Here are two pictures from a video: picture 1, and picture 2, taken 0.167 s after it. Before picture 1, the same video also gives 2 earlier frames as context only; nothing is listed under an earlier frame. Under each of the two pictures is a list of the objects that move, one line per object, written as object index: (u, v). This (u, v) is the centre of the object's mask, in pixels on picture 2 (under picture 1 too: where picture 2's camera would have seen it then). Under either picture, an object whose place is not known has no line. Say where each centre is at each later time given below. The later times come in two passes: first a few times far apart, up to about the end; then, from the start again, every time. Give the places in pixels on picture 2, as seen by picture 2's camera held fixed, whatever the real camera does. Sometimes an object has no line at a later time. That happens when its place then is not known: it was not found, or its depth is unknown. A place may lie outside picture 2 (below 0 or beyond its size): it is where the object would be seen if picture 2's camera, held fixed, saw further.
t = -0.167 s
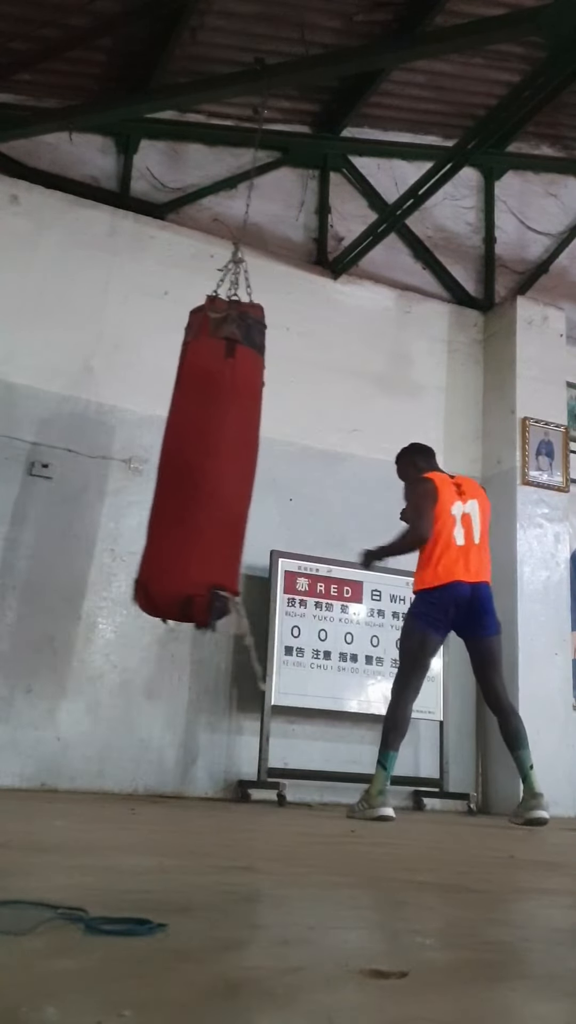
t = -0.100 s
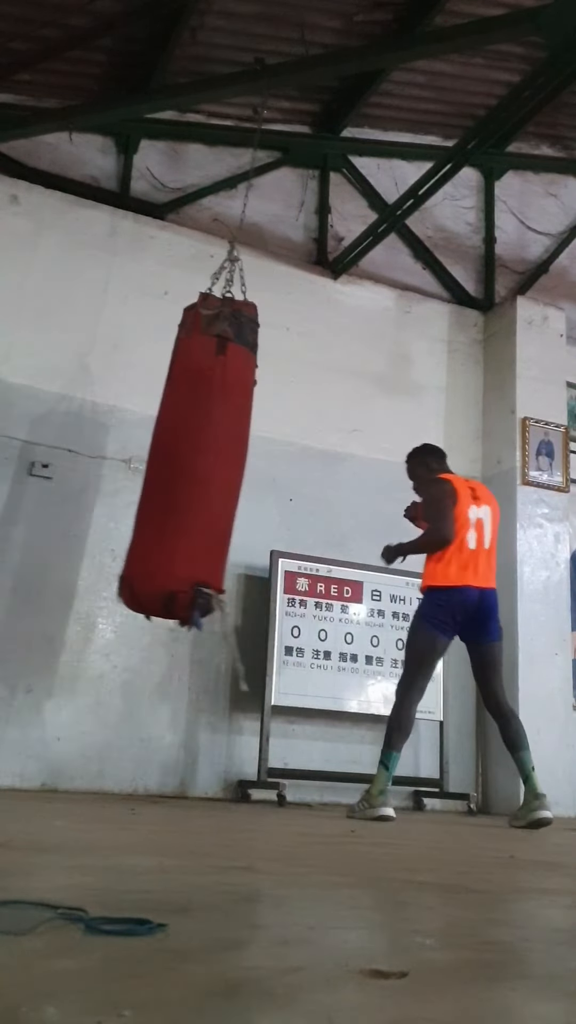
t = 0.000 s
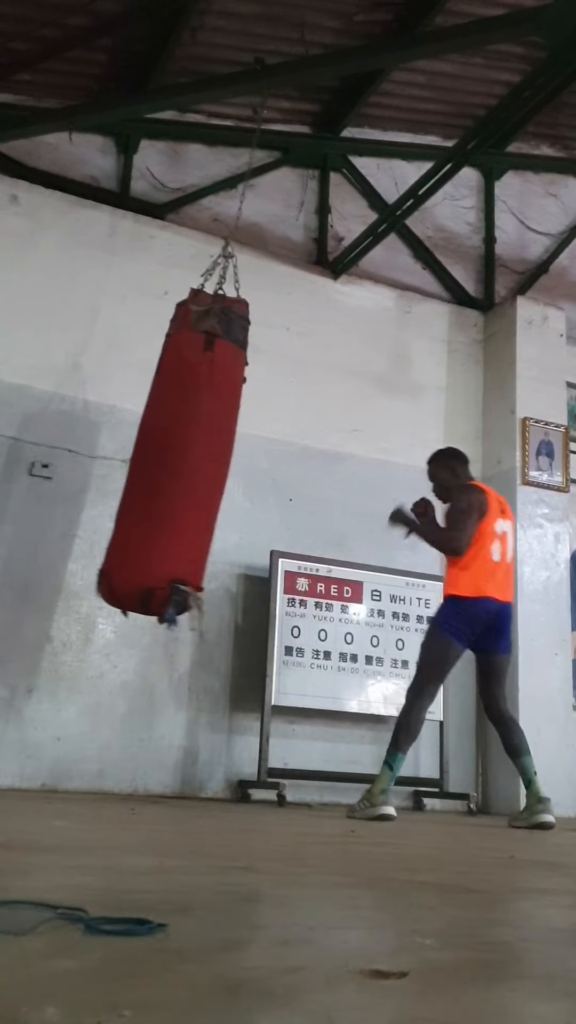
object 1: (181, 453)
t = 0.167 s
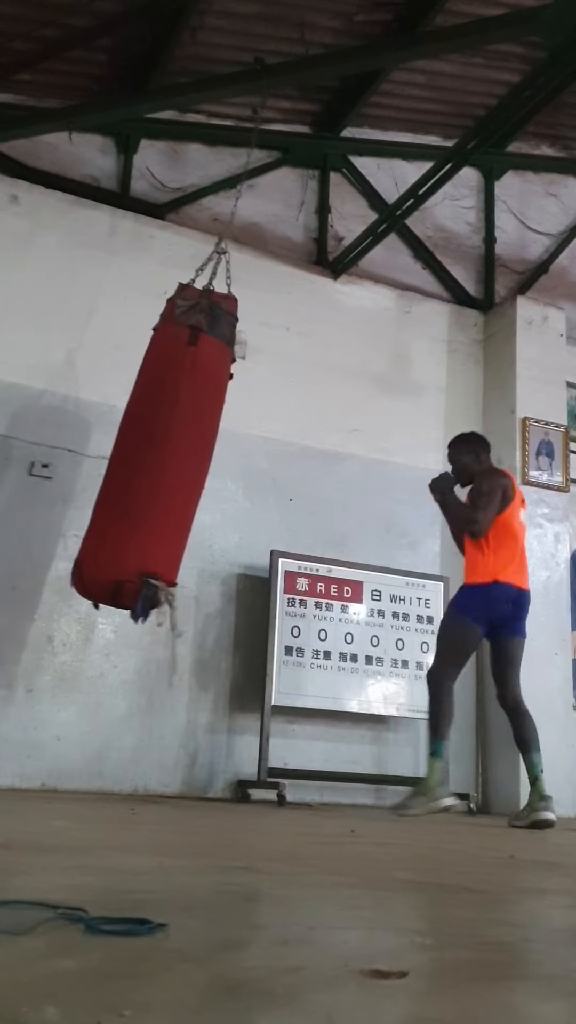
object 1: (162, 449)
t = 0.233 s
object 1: (157, 448)
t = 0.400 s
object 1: (151, 451)
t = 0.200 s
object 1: (160, 448)
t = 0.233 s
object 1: (157, 448)
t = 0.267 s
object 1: (155, 448)
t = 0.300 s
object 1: (154, 448)
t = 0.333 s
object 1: (153, 448)
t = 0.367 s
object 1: (152, 448)
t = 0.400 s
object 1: (151, 451)
